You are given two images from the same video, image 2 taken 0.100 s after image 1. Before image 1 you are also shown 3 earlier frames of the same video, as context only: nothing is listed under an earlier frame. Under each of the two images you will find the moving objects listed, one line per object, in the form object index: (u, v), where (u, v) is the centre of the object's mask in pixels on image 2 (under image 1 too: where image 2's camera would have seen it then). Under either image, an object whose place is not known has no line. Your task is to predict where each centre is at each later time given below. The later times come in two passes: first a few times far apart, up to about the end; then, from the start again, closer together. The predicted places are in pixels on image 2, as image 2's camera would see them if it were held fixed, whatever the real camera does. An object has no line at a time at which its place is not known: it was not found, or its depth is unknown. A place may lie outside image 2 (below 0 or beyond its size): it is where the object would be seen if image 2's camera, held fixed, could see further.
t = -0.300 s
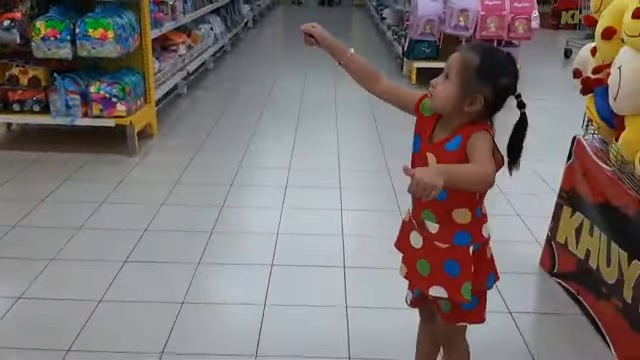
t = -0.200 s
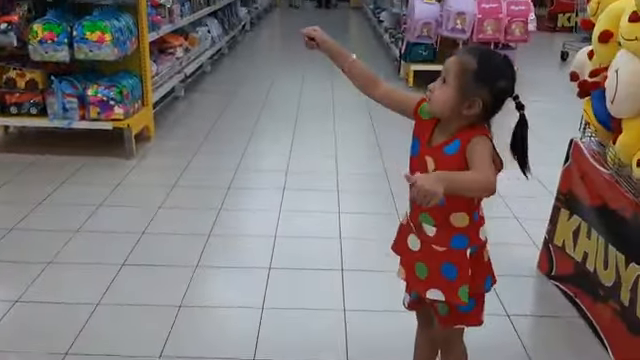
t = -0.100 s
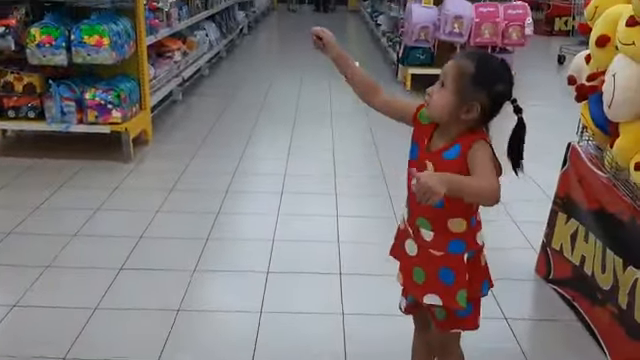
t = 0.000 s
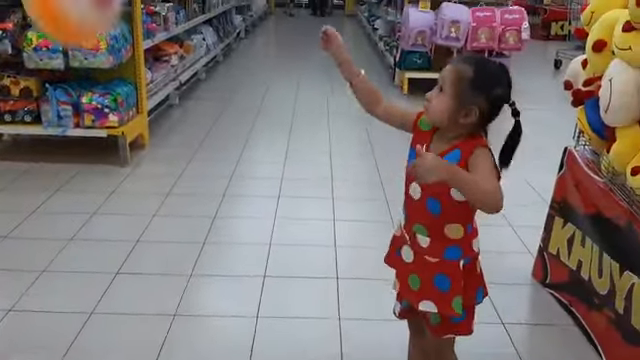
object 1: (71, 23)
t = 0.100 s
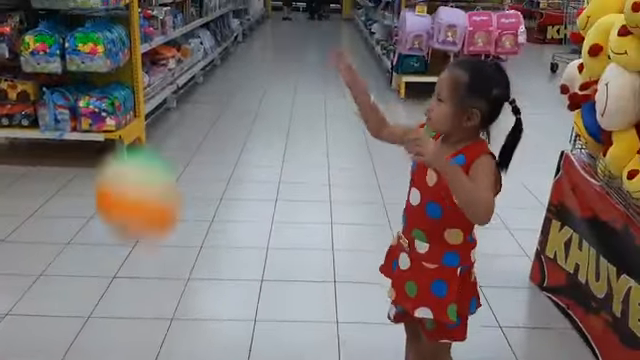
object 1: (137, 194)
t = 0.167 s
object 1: (178, 318)
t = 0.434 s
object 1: (284, 123)
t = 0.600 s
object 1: (353, 12)
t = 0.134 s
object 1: (159, 257)
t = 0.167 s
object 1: (178, 318)
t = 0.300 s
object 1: (231, 277)
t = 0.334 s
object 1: (243, 237)
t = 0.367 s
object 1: (257, 196)
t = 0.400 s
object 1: (271, 159)
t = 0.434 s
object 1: (284, 123)
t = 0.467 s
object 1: (298, 91)
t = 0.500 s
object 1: (311, 60)
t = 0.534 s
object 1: (324, 34)
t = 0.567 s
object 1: (339, 21)
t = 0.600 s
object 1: (353, 12)
